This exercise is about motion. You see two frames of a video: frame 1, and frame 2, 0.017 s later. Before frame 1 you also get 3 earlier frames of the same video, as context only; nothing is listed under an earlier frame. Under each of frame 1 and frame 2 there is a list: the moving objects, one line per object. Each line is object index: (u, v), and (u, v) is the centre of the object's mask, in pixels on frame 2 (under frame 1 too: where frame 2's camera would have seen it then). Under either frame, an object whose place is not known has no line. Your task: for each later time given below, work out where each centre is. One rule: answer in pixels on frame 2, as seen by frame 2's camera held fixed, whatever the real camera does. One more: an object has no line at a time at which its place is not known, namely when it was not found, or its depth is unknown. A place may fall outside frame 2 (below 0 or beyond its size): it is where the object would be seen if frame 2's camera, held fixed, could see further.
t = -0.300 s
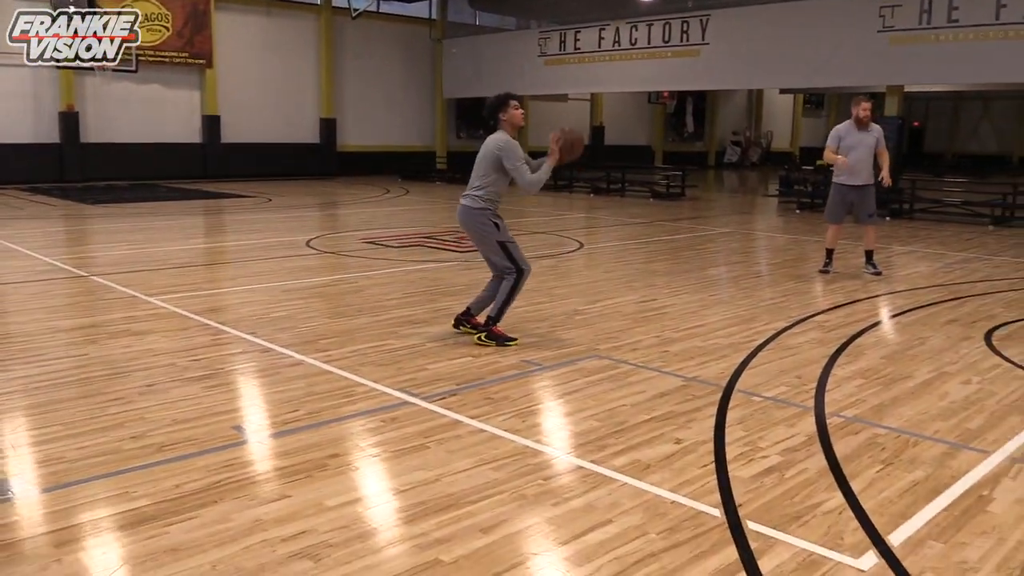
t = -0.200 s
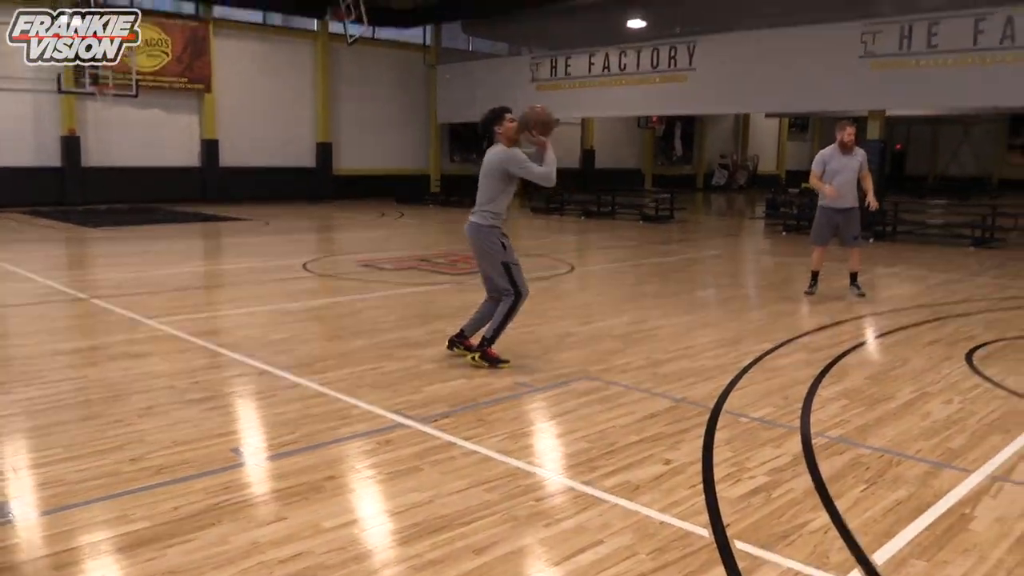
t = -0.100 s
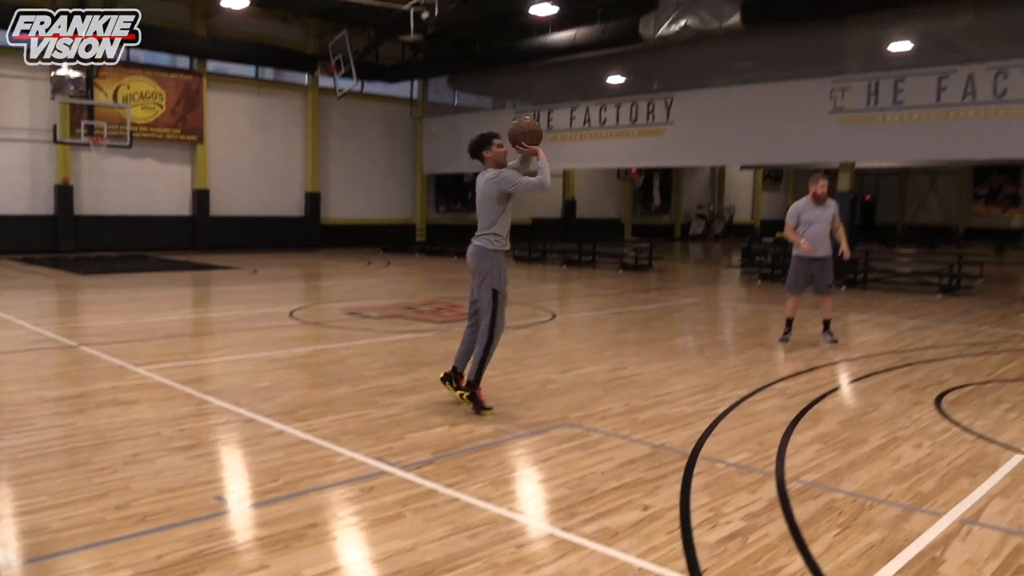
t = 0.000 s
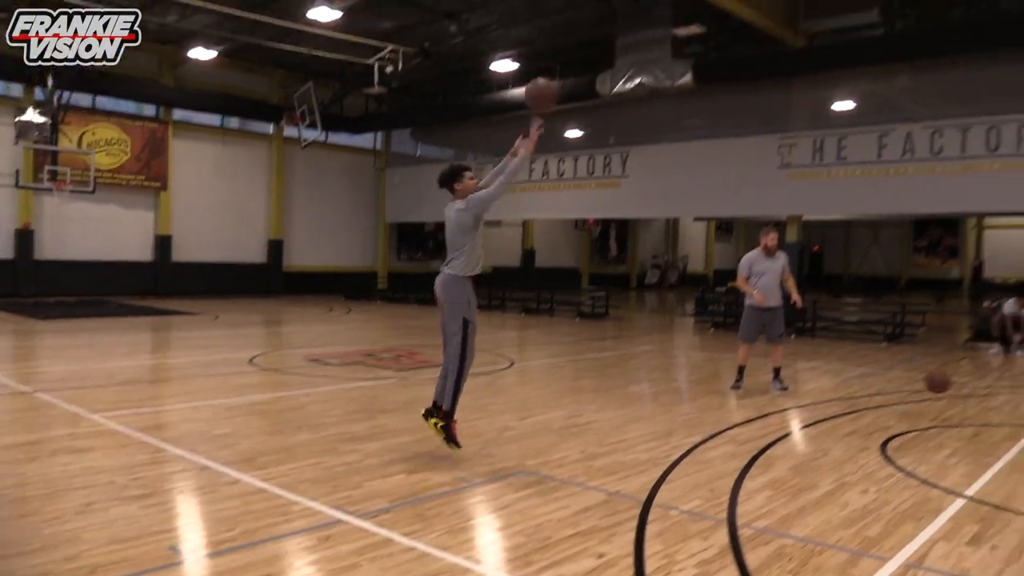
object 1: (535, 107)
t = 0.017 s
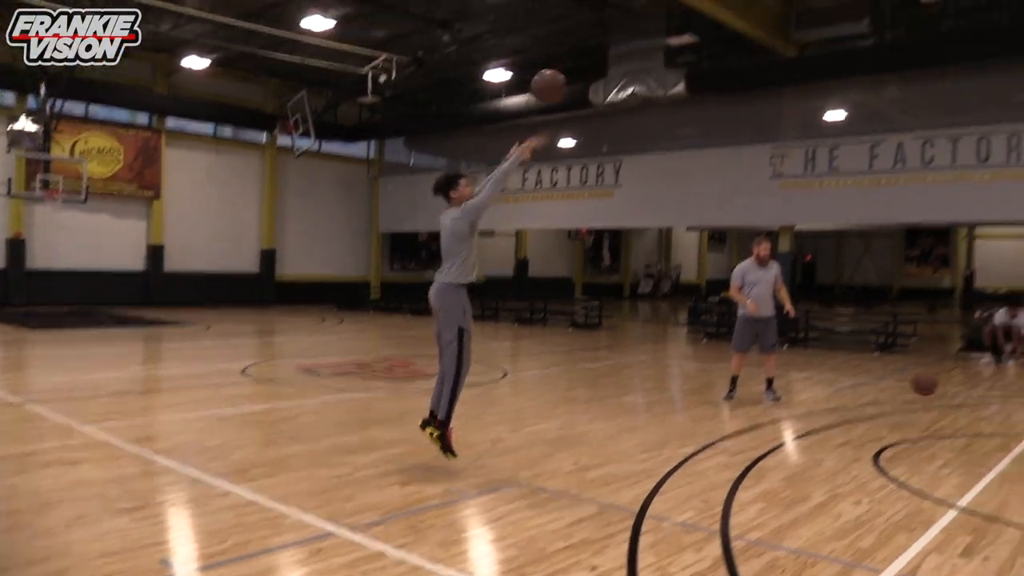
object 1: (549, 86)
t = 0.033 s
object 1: (563, 69)
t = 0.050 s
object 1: (578, 51)
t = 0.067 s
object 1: (593, 33)
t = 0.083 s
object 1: (608, 17)
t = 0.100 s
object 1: (623, 0)
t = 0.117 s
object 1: (638, -16)
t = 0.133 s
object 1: (653, -33)
